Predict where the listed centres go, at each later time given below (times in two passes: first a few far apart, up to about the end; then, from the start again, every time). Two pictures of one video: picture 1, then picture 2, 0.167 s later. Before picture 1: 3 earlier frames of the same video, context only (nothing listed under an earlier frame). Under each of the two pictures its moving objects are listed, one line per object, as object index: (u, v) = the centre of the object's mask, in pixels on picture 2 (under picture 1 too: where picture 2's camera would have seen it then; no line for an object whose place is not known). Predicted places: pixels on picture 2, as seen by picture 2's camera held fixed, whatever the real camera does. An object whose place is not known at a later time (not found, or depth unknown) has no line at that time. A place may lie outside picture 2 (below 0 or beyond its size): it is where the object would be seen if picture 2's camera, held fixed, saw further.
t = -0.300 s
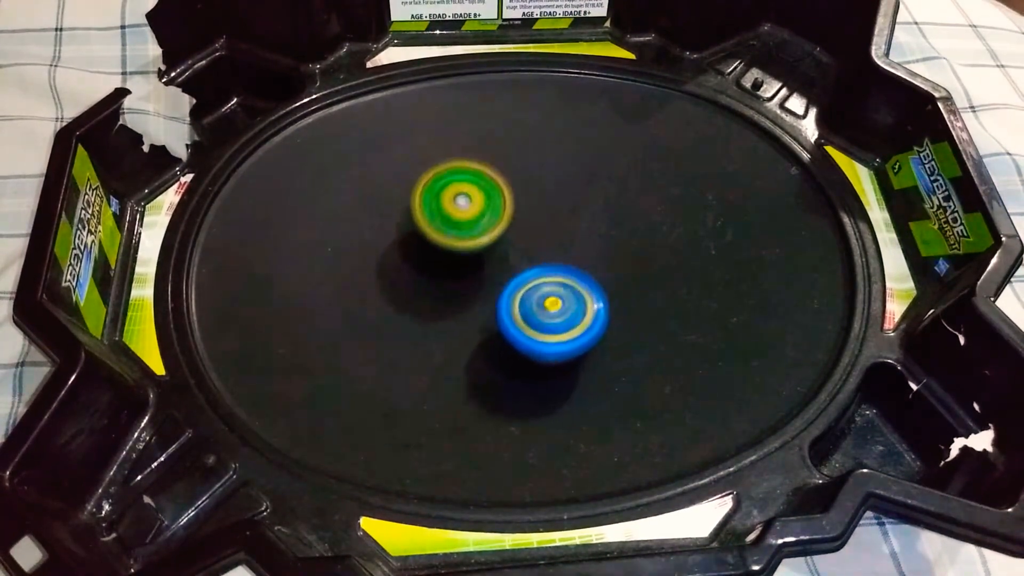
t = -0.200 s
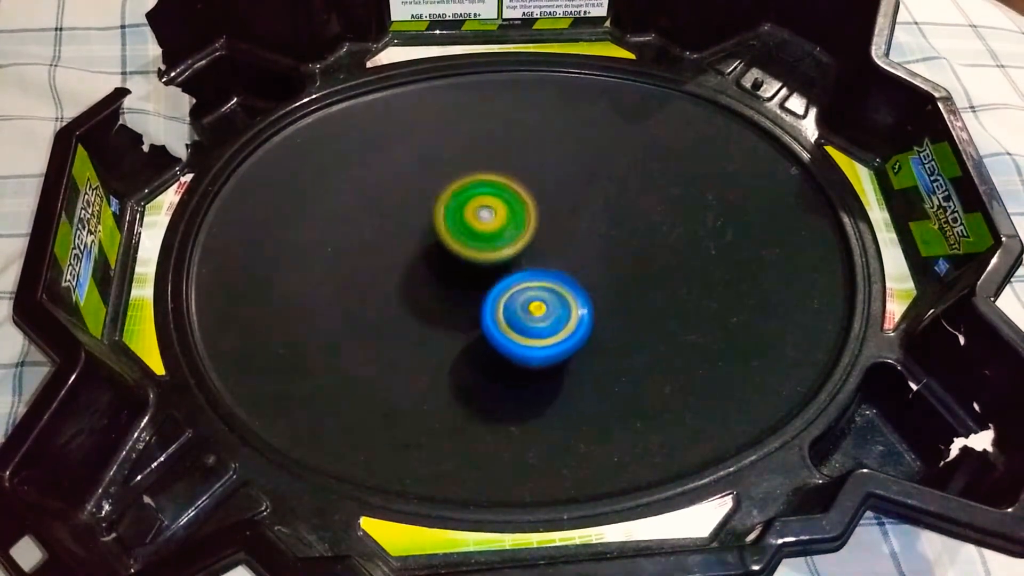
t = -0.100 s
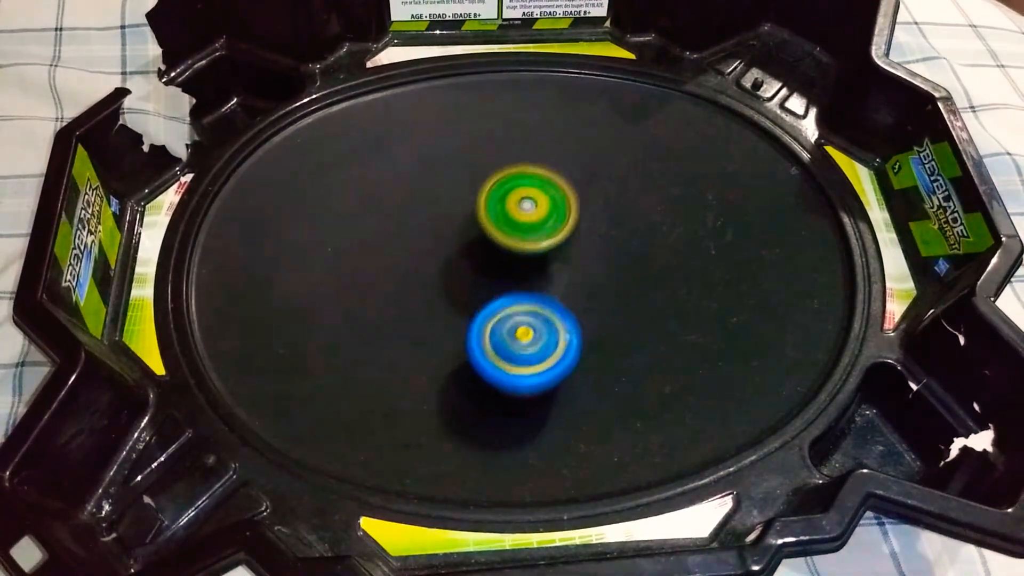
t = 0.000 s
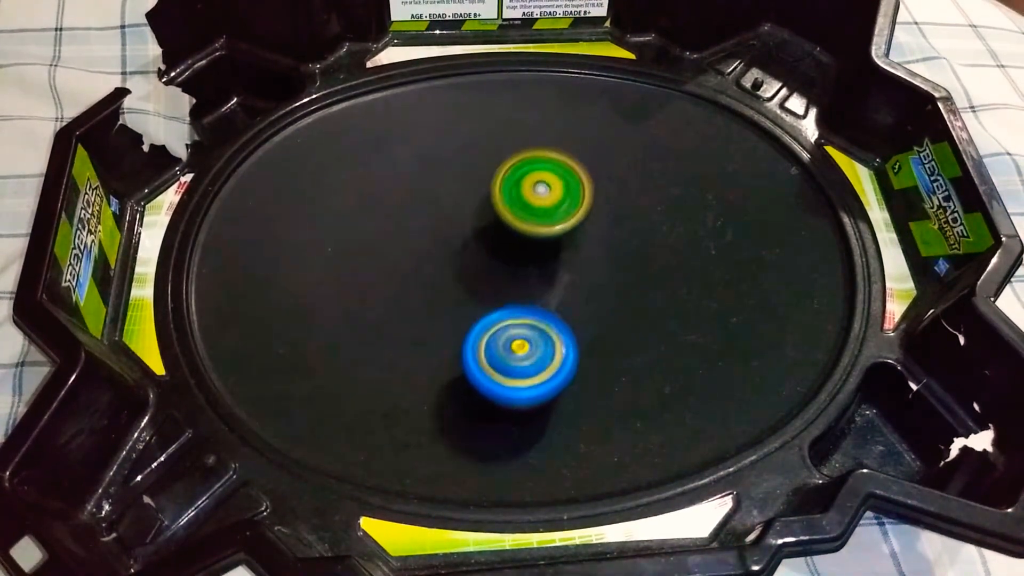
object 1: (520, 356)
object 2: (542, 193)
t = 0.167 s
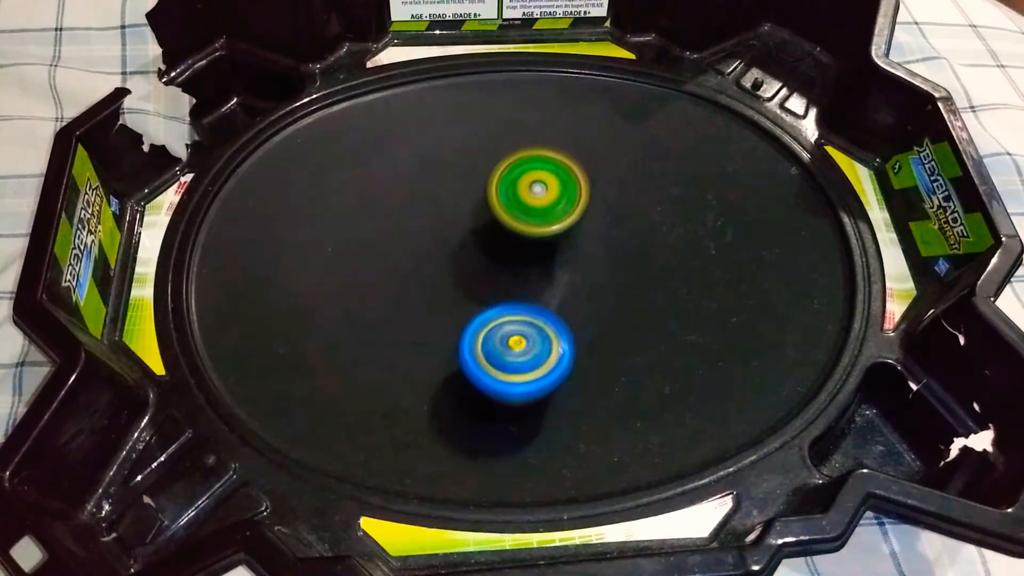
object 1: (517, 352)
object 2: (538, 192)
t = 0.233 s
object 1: (514, 347)
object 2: (539, 201)
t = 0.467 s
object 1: (483, 328)
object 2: (580, 251)
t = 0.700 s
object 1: (442, 314)
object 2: (628, 262)
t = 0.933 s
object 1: (413, 306)
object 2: (614, 263)
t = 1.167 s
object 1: (400, 295)
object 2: (568, 311)
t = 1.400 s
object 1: (398, 282)
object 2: (556, 338)
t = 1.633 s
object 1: (412, 266)
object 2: (520, 329)
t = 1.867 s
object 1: (424, 241)
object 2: (475, 325)
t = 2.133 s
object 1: (440, 220)
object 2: (438, 315)
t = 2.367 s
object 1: (469, 193)
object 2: (430, 324)
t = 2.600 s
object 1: (479, 216)
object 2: (439, 321)
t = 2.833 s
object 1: (527, 204)
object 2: (443, 354)
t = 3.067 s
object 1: (562, 214)
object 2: (491, 341)
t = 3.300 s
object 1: (591, 239)
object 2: (474, 281)
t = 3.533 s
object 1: (615, 269)
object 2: (408, 245)
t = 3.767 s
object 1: (627, 294)
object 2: (380, 270)
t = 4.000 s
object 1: (613, 315)
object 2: (450, 282)
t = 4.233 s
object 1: (577, 327)
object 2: (501, 237)
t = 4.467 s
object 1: (530, 332)
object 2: (506, 209)
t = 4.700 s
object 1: (470, 334)
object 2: (496, 223)
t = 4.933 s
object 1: (420, 319)
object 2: (492, 228)
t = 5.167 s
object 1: (384, 296)
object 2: (498, 239)
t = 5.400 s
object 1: (361, 270)
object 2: (484, 267)
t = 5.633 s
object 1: (329, 245)
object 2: (523, 310)
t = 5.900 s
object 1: (336, 234)
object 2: (579, 331)
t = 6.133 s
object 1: (377, 238)
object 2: (576, 306)
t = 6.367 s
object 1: (409, 231)
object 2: (550, 299)
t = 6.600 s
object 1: (376, 212)
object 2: (622, 313)
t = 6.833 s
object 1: (416, 255)
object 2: (617, 289)
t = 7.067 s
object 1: (430, 278)
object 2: (567, 289)
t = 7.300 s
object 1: (428, 304)
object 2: (548, 302)
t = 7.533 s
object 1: (420, 332)
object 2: (558, 304)
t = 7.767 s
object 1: (339, 323)
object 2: (618, 279)
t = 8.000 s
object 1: (370, 312)
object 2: (605, 255)
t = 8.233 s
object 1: (406, 292)
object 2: (545, 257)
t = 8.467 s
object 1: (320, 264)
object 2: (633, 258)
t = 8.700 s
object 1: (349, 252)
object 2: (694, 238)
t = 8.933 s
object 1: (401, 257)
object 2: (664, 245)
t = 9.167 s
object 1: (457, 272)
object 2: (571, 271)
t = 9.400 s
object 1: (424, 281)
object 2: (547, 300)
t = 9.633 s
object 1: (414, 286)
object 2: (545, 323)
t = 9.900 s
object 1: (401, 294)
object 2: (560, 328)
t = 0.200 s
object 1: (515, 349)
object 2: (538, 196)
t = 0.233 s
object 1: (514, 347)
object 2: (539, 201)
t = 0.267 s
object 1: (511, 345)
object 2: (541, 206)
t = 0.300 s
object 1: (508, 342)
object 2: (543, 212)
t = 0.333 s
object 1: (504, 339)
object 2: (545, 218)
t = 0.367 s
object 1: (499, 336)
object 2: (549, 224)
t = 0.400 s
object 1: (493, 333)
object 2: (555, 232)
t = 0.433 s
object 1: (489, 330)
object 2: (567, 242)
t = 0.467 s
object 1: (483, 328)
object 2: (580, 251)
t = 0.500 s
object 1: (476, 326)
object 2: (591, 256)
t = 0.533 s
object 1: (470, 323)
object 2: (599, 260)
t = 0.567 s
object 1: (463, 322)
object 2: (606, 263)
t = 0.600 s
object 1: (457, 320)
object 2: (613, 265)
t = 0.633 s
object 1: (451, 317)
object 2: (620, 265)
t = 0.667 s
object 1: (447, 316)
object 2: (625, 264)
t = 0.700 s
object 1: (442, 314)
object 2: (628, 262)
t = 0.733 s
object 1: (437, 313)
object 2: (630, 261)
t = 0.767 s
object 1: (433, 312)
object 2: (631, 260)
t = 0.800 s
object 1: (428, 311)
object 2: (630, 260)
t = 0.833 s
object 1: (424, 309)
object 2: (628, 260)
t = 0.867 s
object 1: (420, 308)
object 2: (625, 260)
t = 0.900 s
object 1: (416, 307)
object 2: (620, 260)
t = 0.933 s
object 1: (413, 306)
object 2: (614, 263)
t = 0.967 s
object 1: (410, 305)
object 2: (607, 268)
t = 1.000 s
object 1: (408, 303)
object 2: (600, 274)
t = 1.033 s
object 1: (406, 302)
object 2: (593, 282)
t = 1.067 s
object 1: (404, 301)
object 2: (586, 289)
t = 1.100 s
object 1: (403, 299)
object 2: (579, 298)
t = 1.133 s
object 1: (401, 297)
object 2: (572, 304)
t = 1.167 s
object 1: (400, 295)
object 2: (568, 311)
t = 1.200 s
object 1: (399, 293)
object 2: (565, 317)
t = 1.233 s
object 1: (398, 292)
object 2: (563, 323)
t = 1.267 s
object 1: (398, 290)
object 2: (561, 327)
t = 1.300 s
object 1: (397, 288)
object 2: (560, 331)
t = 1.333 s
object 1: (397, 286)
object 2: (559, 335)
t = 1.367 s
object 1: (398, 284)
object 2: (558, 337)
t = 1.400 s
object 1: (398, 282)
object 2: (556, 338)
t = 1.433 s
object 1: (400, 279)
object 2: (553, 339)
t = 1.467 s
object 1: (401, 277)
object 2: (550, 338)
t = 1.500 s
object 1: (403, 275)
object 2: (546, 337)
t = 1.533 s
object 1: (405, 273)
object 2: (540, 336)
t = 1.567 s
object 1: (407, 270)
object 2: (535, 334)
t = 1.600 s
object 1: (410, 268)
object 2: (528, 332)
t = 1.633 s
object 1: (412, 266)
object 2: (520, 329)
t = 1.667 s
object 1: (415, 264)
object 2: (511, 327)
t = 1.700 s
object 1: (417, 262)
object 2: (502, 325)
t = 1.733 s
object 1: (417, 256)
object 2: (497, 326)
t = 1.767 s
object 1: (419, 251)
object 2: (492, 326)
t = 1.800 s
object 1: (420, 247)
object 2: (486, 325)
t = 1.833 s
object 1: (422, 244)
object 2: (480, 325)
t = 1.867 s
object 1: (424, 241)
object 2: (475, 325)
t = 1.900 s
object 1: (426, 238)
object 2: (469, 324)
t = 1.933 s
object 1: (428, 235)
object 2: (463, 324)
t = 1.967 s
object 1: (430, 232)
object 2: (459, 323)
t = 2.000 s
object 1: (432, 229)
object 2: (454, 321)
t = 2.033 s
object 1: (434, 226)
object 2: (450, 320)
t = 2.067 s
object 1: (436, 224)
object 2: (445, 318)
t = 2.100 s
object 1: (438, 222)
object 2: (441, 316)
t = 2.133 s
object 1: (440, 220)
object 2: (438, 315)
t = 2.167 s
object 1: (442, 218)
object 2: (437, 313)
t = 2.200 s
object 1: (445, 217)
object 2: (438, 310)
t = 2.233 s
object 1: (448, 216)
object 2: (438, 308)
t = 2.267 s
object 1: (451, 214)
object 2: (435, 310)
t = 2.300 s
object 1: (458, 203)
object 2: (431, 319)
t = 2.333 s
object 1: (464, 196)
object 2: (430, 322)
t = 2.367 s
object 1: (469, 193)
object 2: (430, 324)
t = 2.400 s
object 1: (473, 192)
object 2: (430, 325)
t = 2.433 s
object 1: (476, 194)
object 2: (431, 326)
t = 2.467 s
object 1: (478, 198)
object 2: (432, 326)
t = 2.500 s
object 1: (479, 202)
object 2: (433, 325)
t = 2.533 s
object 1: (479, 207)
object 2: (434, 324)
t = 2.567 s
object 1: (479, 212)
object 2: (436, 323)
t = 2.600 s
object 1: (479, 216)
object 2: (439, 321)
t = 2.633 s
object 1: (478, 220)
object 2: (441, 318)
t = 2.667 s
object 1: (480, 223)
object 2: (443, 314)
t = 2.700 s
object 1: (486, 224)
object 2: (441, 317)
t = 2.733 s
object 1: (500, 213)
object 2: (434, 331)
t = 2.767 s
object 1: (512, 207)
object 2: (435, 342)
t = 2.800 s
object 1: (521, 205)
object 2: (438, 349)
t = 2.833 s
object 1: (527, 204)
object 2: (443, 354)
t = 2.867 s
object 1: (532, 205)
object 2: (450, 358)
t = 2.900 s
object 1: (538, 205)
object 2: (457, 360)
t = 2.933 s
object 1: (543, 206)
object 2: (465, 360)
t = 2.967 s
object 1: (548, 208)
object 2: (472, 358)
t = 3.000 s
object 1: (552, 210)
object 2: (480, 354)
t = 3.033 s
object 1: (557, 212)
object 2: (486, 348)
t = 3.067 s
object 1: (562, 214)
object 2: (491, 341)
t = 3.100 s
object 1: (566, 217)
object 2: (494, 333)
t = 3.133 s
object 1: (571, 220)
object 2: (495, 324)
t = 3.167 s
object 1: (575, 223)
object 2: (495, 315)
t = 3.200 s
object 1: (579, 227)
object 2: (491, 305)
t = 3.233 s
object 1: (583, 231)
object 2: (487, 297)
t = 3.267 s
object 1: (587, 235)
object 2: (481, 289)
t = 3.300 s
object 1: (591, 239)
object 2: (474, 281)
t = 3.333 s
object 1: (595, 244)
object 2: (466, 273)
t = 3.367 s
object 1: (599, 248)
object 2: (458, 265)
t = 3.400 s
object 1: (602, 253)
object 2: (449, 259)
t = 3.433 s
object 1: (606, 257)
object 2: (438, 253)
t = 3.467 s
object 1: (609, 261)
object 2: (428, 249)
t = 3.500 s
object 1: (612, 265)
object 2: (418, 246)
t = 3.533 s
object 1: (615, 269)
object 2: (408, 245)
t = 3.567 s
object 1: (618, 274)
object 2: (399, 245)
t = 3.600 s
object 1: (620, 277)
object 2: (390, 246)
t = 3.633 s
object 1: (623, 281)
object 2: (384, 249)
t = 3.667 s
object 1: (625, 285)
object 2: (380, 253)
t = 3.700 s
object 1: (626, 288)
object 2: (377, 259)
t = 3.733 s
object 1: (627, 291)
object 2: (377, 265)
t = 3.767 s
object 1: (627, 294)
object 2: (380, 270)
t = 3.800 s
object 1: (626, 297)
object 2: (385, 275)
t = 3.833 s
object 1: (625, 300)
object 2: (393, 279)
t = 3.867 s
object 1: (624, 303)
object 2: (403, 282)
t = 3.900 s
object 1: (622, 307)
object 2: (414, 284)
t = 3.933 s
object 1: (620, 310)
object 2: (425, 285)
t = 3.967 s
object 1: (617, 312)
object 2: (438, 284)
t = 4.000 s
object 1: (613, 315)
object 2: (450, 282)
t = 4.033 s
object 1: (610, 317)
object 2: (462, 278)
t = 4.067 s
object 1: (606, 319)
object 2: (473, 274)
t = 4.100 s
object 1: (601, 321)
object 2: (483, 268)
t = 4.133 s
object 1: (595, 323)
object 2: (488, 261)
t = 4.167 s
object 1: (590, 324)
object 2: (492, 253)
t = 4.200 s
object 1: (584, 325)
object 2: (496, 245)
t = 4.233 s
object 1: (577, 327)
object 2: (501, 237)
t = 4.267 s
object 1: (571, 328)
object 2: (506, 230)
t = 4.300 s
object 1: (565, 329)
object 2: (511, 224)
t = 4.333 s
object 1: (558, 330)
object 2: (514, 217)
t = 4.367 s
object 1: (551, 331)
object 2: (513, 214)
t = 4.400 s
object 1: (544, 332)
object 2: (510, 211)
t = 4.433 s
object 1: (537, 332)
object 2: (510, 210)
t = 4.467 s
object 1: (530, 332)
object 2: (506, 209)
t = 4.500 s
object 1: (522, 332)
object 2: (502, 210)
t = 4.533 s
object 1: (514, 332)
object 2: (497, 212)
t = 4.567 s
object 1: (506, 331)
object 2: (494, 218)
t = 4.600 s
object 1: (498, 330)
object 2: (492, 224)
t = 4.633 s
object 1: (490, 329)
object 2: (491, 229)
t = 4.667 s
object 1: (480, 333)
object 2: (495, 226)
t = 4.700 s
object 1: (470, 334)
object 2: (496, 223)
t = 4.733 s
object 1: (462, 333)
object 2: (496, 220)
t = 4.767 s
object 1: (454, 331)
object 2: (495, 220)
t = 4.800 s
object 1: (447, 329)
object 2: (494, 220)
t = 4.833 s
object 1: (440, 327)
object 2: (493, 222)
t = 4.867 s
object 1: (433, 324)
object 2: (492, 224)
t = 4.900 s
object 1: (427, 322)
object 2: (492, 226)
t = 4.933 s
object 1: (420, 319)
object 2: (492, 228)
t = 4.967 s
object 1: (414, 317)
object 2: (493, 230)
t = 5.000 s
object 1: (408, 313)
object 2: (494, 232)
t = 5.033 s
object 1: (402, 310)
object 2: (496, 232)
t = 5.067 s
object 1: (398, 307)
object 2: (497, 234)
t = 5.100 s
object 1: (393, 303)
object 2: (498, 235)
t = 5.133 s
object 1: (388, 299)
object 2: (499, 237)
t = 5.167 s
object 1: (384, 296)
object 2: (498, 239)
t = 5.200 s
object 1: (380, 292)
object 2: (498, 241)
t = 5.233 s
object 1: (377, 288)
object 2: (497, 245)
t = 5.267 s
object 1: (374, 285)
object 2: (495, 248)
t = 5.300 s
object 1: (372, 281)
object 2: (493, 252)
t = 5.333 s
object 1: (370, 278)
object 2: (488, 256)
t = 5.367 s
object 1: (369, 274)
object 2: (484, 261)
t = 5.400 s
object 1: (361, 270)
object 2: (484, 267)
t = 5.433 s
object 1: (350, 264)
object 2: (490, 272)
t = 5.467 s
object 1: (345, 260)
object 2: (494, 279)
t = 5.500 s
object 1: (340, 256)
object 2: (498, 285)
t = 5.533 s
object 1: (336, 253)
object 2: (504, 291)
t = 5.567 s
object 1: (334, 250)
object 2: (510, 298)
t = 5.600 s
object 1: (331, 247)
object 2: (516, 304)
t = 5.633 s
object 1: (329, 245)
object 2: (523, 310)
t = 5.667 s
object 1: (328, 243)
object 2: (529, 316)
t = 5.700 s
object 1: (327, 241)
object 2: (537, 321)
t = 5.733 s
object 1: (327, 240)
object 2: (545, 326)
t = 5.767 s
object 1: (327, 239)
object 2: (553, 330)
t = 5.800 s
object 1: (328, 237)
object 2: (560, 331)
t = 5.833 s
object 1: (330, 236)
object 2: (568, 333)
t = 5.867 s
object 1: (332, 235)
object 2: (574, 333)
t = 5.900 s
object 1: (336, 234)
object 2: (579, 331)
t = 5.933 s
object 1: (339, 233)
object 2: (583, 329)
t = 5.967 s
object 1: (343, 233)
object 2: (585, 327)
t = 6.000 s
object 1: (349, 233)
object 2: (586, 322)
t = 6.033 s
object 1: (356, 234)
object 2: (586, 319)
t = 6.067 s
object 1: (362, 235)
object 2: (584, 315)
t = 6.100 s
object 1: (370, 237)
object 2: (580, 310)
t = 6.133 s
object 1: (377, 238)
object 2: (576, 306)
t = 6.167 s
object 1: (385, 239)
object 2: (571, 302)
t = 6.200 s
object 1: (393, 241)
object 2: (564, 299)
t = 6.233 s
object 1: (401, 243)
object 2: (557, 295)
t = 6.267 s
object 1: (410, 244)
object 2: (549, 291)
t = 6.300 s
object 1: (419, 245)
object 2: (540, 288)
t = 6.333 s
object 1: (426, 247)
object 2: (531, 287)
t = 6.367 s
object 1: (409, 231)
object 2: (550, 299)
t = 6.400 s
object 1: (391, 216)
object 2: (565, 307)
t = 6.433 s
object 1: (379, 205)
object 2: (577, 310)
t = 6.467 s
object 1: (373, 198)
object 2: (588, 313)
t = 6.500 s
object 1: (371, 198)
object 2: (598, 315)
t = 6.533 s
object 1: (372, 201)
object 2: (607, 314)
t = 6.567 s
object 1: (373, 206)
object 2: (615, 314)
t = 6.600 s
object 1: (376, 212)
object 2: (622, 313)
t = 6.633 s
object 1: (379, 218)
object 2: (628, 311)
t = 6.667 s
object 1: (384, 224)
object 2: (632, 308)
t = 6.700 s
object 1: (389, 231)
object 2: (635, 305)
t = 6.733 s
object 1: (395, 237)
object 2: (634, 301)
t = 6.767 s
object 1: (402, 243)
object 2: (631, 297)
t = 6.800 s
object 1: (409, 249)
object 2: (625, 293)
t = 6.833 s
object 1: (416, 255)
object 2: (617, 289)
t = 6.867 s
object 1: (424, 260)
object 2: (609, 287)
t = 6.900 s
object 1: (432, 266)
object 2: (599, 285)
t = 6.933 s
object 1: (439, 271)
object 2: (588, 284)
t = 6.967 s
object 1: (447, 275)
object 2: (576, 283)
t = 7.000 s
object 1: (452, 279)
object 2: (567, 284)
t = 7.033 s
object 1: (440, 278)
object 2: (569, 288)
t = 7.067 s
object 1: (430, 278)
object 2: (567, 289)
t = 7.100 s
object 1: (426, 278)
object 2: (565, 291)
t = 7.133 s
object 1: (425, 281)
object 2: (563, 293)
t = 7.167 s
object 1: (426, 285)
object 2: (560, 295)
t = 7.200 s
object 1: (428, 290)
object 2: (555, 297)
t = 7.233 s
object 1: (430, 295)
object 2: (551, 299)
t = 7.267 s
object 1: (431, 300)
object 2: (548, 301)
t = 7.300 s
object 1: (428, 304)
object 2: (548, 302)
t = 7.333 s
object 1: (428, 308)
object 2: (549, 304)
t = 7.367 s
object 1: (428, 312)
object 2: (549, 304)
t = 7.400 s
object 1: (429, 317)
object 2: (549, 305)
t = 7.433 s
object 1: (430, 321)
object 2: (548, 304)
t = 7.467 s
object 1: (432, 325)
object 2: (548, 304)
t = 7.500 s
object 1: (433, 329)
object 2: (548, 304)
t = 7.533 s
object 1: (420, 332)
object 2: (558, 304)
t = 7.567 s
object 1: (392, 333)
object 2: (576, 302)
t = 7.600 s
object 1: (371, 332)
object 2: (587, 300)
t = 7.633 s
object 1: (354, 331)
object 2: (596, 296)
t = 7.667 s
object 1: (344, 329)
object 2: (603, 292)
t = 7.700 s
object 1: (339, 327)
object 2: (610, 288)
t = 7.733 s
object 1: (338, 325)
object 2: (615, 284)
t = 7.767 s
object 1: (339, 323)
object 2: (618, 279)
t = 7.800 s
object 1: (342, 322)
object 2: (620, 275)
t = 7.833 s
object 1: (346, 320)
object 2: (621, 271)
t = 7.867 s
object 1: (350, 319)
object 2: (620, 267)
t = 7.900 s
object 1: (355, 318)
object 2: (619, 263)
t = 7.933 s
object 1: (360, 317)
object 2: (615, 260)
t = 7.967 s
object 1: (365, 314)
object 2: (611, 257)
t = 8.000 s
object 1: (370, 312)
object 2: (605, 255)
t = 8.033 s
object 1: (374, 310)
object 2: (599, 253)
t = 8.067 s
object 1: (380, 307)
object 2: (592, 251)
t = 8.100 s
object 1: (385, 304)
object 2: (584, 251)
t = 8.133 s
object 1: (390, 301)
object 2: (575, 251)
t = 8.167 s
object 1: (396, 298)
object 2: (565, 251)
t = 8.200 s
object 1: (401, 295)
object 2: (556, 254)
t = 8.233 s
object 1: (406, 292)
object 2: (545, 257)
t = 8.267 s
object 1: (411, 289)
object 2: (536, 260)
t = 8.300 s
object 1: (415, 287)
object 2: (526, 263)
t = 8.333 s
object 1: (389, 283)
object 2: (553, 264)
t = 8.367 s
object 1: (362, 279)
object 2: (581, 266)
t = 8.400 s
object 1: (340, 273)
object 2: (604, 264)
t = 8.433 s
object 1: (326, 268)
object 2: (621, 261)
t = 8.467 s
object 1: (320, 264)
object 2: (633, 258)
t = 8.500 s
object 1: (321, 261)
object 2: (647, 254)
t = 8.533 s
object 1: (324, 258)
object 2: (658, 251)
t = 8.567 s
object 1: (329, 257)
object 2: (669, 248)
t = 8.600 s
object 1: (333, 255)
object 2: (678, 245)
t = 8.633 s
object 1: (338, 253)
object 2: (685, 242)
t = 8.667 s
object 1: (344, 252)
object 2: (691, 240)
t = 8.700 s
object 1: (349, 252)
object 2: (694, 238)
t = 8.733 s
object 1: (356, 251)
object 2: (696, 237)
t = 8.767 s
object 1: (363, 251)
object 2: (696, 236)
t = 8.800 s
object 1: (370, 252)
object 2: (694, 237)
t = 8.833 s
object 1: (377, 252)
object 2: (690, 238)
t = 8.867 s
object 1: (385, 253)
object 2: (683, 240)
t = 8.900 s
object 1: (393, 255)
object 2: (674, 242)
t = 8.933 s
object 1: (401, 257)
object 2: (664, 245)
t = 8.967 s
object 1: (409, 258)
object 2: (653, 248)
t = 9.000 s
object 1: (417, 260)
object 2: (641, 252)
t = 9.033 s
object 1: (425, 262)
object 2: (628, 256)
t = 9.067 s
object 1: (433, 264)
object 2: (614, 260)
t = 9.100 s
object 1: (442, 266)
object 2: (601, 264)
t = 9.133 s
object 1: (450, 270)
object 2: (586, 268)
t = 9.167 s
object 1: (457, 272)
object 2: (571, 271)
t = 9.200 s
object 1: (445, 272)
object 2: (576, 278)
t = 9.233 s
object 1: (433, 273)
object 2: (574, 282)
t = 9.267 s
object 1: (425, 274)
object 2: (570, 286)
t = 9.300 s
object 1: (421, 275)
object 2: (565, 290)
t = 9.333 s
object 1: (419, 277)
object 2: (559, 294)
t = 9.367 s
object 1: (421, 279)
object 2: (553, 297)
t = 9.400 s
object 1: (424, 281)
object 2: (547, 300)
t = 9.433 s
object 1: (428, 284)
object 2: (540, 303)
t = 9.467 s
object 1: (424, 283)
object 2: (540, 308)
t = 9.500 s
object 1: (416, 281)
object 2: (541, 311)
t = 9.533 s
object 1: (413, 281)
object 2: (542, 315)
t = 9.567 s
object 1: (411, 282)
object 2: (543, 318)
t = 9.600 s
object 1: (412, 284)
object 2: (544, 321)
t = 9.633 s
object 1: (414, 286)
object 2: (545, 323)
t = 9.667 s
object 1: (416, 289)
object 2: (545, 325)
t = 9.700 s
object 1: (418, 291)
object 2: (544, 325)
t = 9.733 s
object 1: (421, 294)
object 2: (542, 325)
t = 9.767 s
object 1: (423, 297)
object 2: (540, 324)
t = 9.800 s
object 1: (425, 300)
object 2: (538, 324)
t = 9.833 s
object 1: (421, 300)
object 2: (543, 326)
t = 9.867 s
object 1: (409, 296)
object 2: (551, 328)
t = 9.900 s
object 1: (401, 294)
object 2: (560, 328)
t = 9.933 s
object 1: (395, 293)
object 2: (567, 326)
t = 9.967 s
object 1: (391, 293)
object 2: (572, 325)
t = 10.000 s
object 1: (387, 292)
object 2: (578, 322)
